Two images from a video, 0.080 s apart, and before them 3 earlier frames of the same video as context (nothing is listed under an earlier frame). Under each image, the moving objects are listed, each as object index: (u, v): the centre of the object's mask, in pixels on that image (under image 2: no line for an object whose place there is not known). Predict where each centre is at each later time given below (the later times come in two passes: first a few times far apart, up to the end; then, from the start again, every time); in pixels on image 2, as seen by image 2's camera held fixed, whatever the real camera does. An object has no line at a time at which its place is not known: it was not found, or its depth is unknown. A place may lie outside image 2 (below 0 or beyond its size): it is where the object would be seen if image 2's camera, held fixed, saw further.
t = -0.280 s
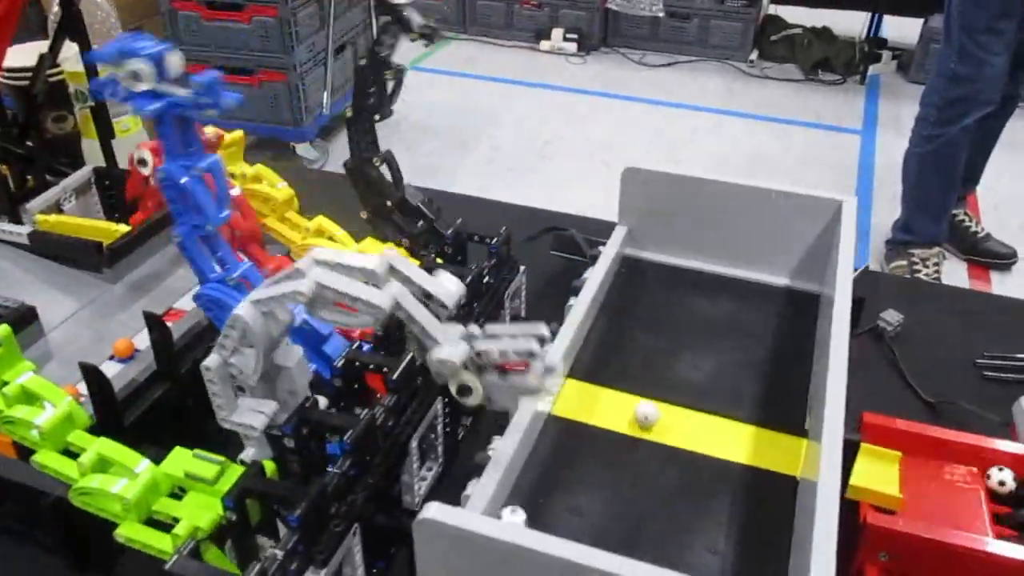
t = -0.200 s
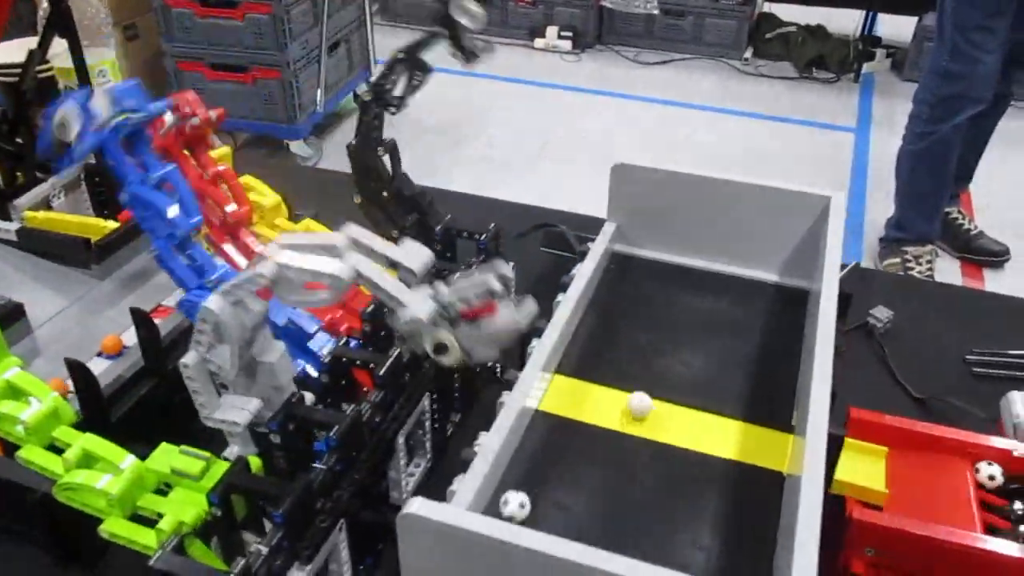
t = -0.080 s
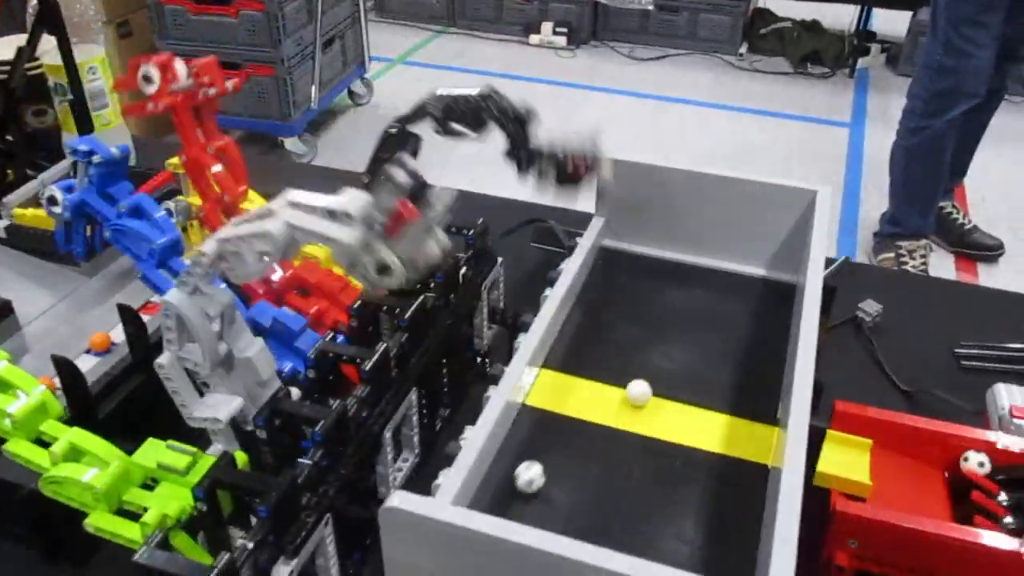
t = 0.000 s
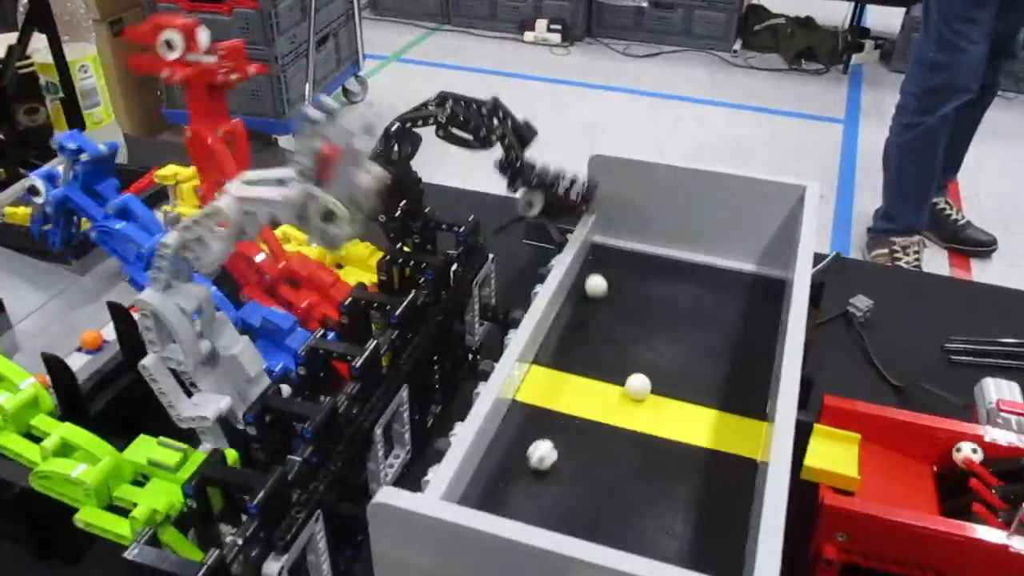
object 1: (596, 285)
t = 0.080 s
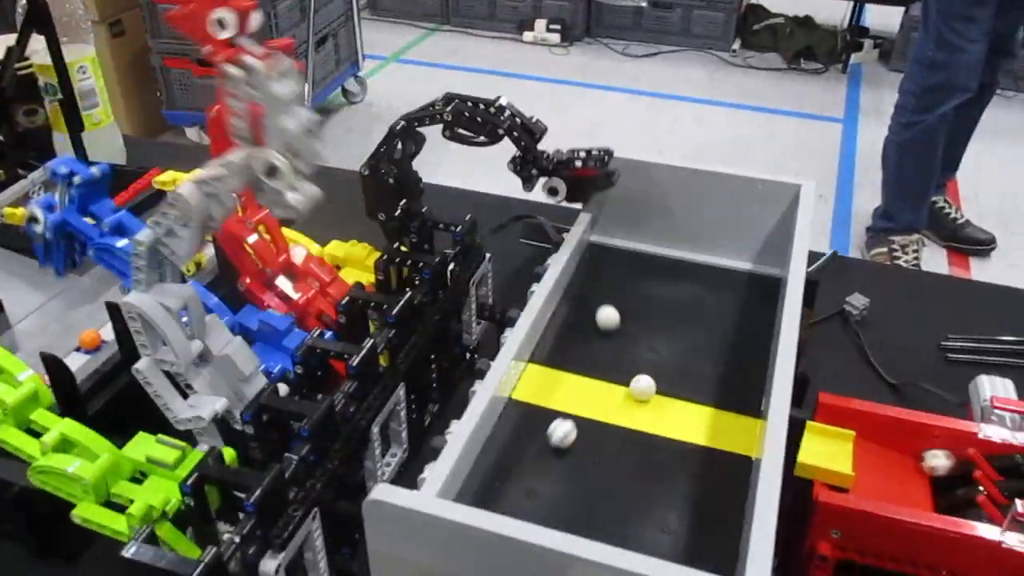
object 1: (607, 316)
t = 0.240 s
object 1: (636, 398)
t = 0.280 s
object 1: (642, 417)
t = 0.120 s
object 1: (615, 335)
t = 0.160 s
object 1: (624, 355)
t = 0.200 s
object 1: (634, 375)
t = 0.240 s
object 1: (636, 398)
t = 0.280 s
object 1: (642, 417)
